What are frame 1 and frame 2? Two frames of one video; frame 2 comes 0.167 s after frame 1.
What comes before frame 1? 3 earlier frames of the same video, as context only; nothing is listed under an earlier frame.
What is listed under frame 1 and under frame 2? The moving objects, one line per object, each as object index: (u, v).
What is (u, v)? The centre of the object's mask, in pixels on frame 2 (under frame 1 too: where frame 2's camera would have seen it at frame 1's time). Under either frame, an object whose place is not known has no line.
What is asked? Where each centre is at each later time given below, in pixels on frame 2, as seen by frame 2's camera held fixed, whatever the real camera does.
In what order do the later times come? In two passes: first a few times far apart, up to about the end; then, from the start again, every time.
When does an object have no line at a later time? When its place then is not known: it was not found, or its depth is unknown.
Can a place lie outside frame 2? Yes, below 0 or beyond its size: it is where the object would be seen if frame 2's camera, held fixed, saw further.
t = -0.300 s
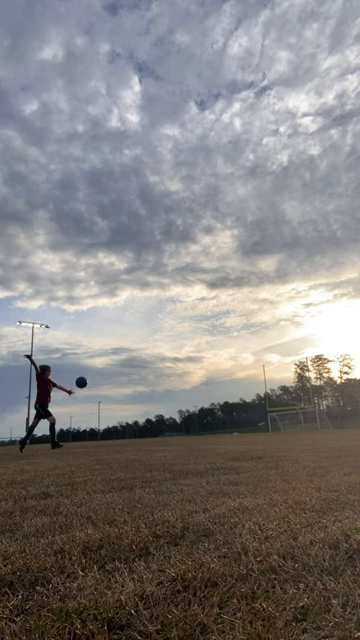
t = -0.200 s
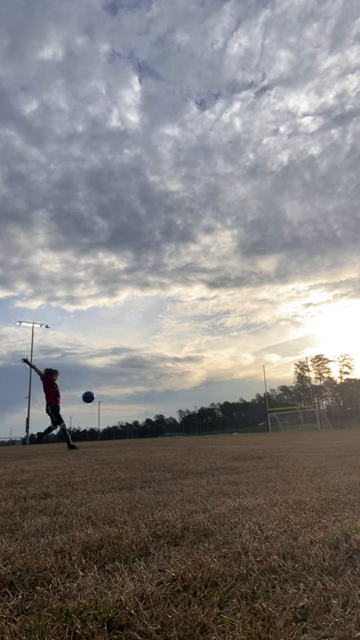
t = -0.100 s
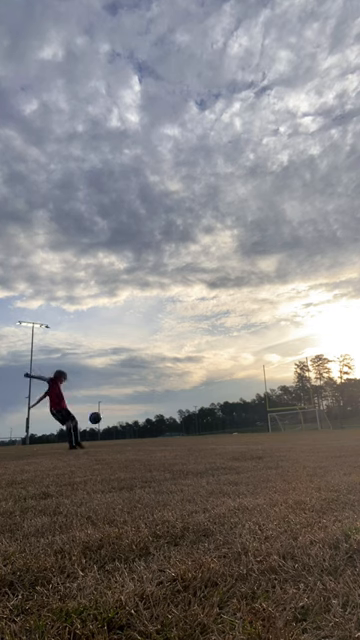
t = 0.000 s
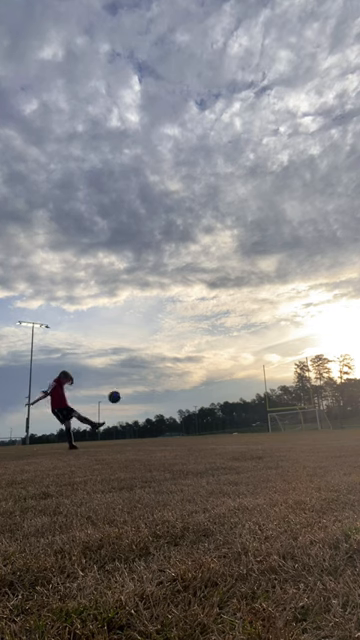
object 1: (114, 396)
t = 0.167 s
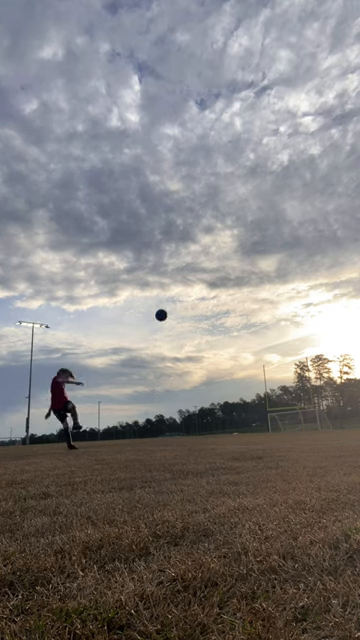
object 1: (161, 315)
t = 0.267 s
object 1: (188, 275)
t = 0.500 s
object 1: (252, 205)
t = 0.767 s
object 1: (328, 160)
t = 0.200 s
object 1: (170, 301)
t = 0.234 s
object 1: (179, 287)
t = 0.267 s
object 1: (188, 275)
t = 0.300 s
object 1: (197, 263)
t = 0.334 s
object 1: (206, 251)
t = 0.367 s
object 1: (215, 241)
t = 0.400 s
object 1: (225, 231)
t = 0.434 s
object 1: (234, 222)
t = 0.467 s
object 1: (243, 214)
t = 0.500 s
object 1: (252, 205)
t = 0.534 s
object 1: (261, 198)
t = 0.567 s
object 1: (271, 191)
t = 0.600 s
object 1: (280, 184)
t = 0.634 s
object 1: (289, 178)
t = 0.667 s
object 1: (299, 173)
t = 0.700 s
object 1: (309, 168)
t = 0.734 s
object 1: (318, 164)
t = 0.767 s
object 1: (328, 160)
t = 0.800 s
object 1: (338, 157)
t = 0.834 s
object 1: (348, 155)
